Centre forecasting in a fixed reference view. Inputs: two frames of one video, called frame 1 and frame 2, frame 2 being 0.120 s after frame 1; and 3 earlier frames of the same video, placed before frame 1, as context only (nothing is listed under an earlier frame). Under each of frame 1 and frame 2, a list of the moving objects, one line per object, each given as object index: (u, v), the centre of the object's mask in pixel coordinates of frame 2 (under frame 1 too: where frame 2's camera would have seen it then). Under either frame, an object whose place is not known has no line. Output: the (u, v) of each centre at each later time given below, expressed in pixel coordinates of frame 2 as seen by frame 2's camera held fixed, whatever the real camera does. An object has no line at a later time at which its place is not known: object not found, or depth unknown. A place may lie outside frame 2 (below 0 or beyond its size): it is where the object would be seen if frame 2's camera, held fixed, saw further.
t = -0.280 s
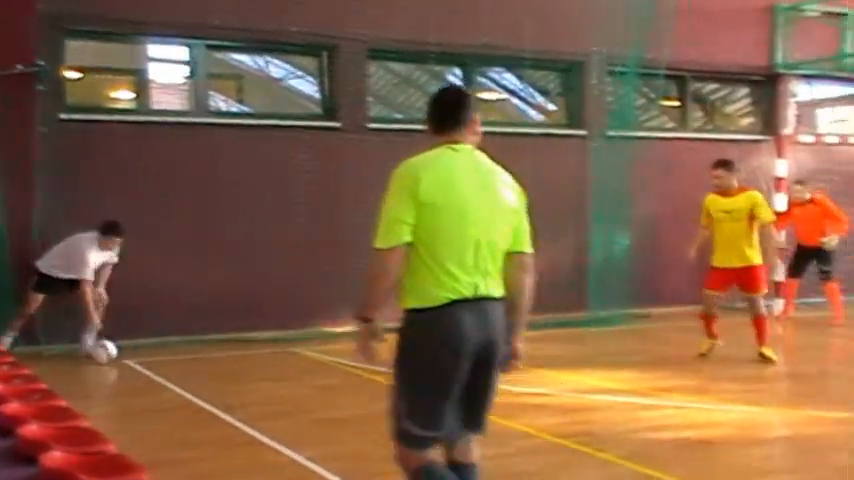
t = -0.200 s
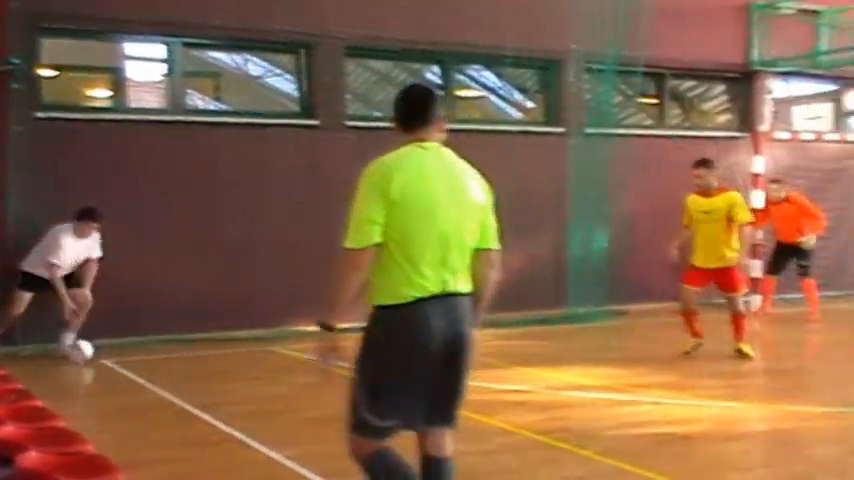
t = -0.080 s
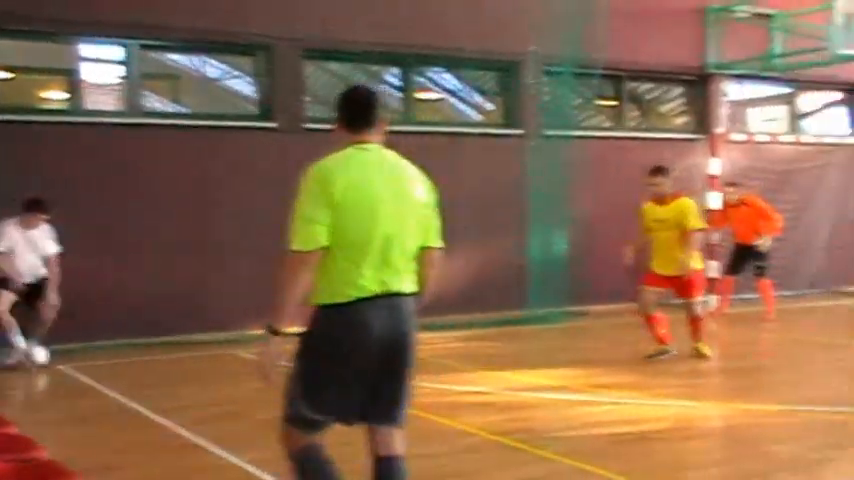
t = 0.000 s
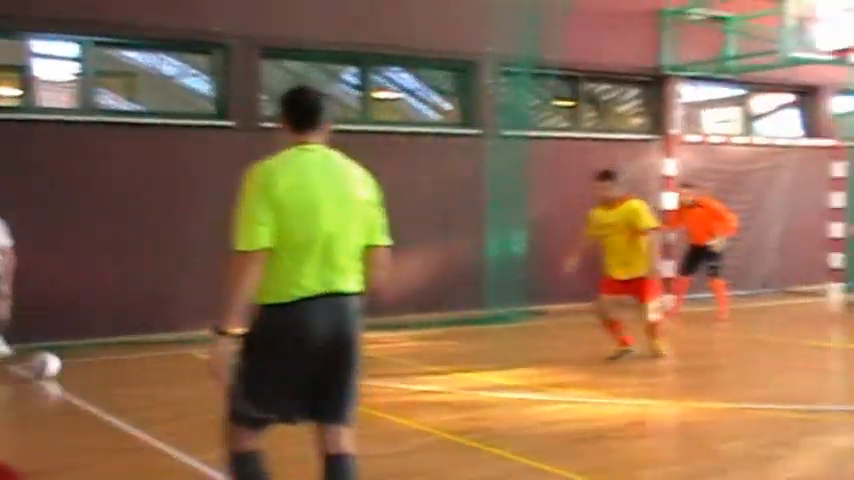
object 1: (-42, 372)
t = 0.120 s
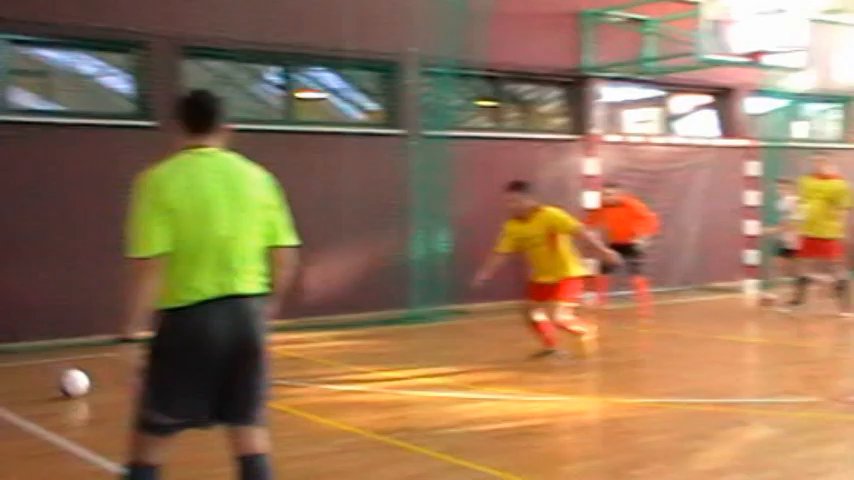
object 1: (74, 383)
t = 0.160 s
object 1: (113, 387)
